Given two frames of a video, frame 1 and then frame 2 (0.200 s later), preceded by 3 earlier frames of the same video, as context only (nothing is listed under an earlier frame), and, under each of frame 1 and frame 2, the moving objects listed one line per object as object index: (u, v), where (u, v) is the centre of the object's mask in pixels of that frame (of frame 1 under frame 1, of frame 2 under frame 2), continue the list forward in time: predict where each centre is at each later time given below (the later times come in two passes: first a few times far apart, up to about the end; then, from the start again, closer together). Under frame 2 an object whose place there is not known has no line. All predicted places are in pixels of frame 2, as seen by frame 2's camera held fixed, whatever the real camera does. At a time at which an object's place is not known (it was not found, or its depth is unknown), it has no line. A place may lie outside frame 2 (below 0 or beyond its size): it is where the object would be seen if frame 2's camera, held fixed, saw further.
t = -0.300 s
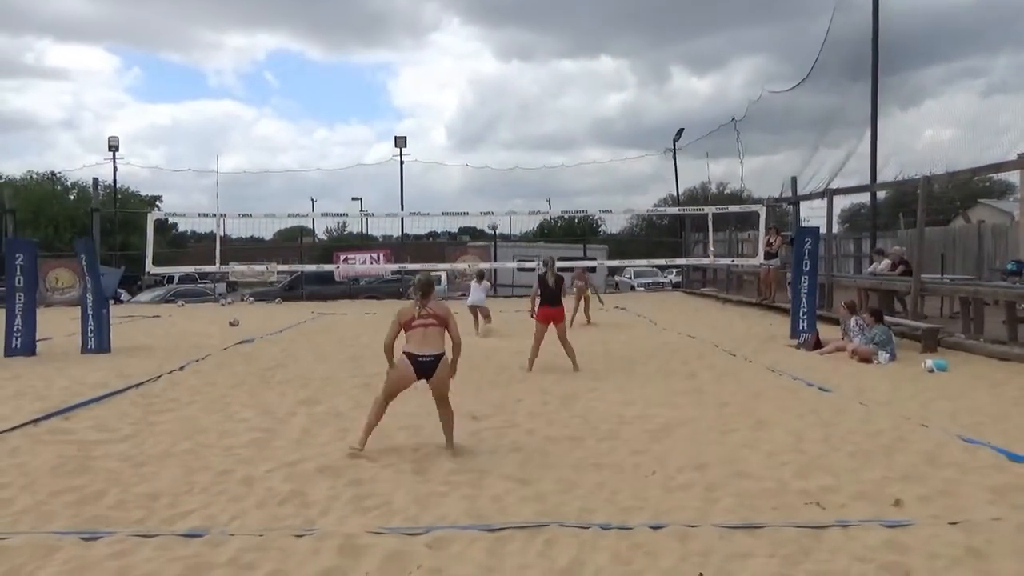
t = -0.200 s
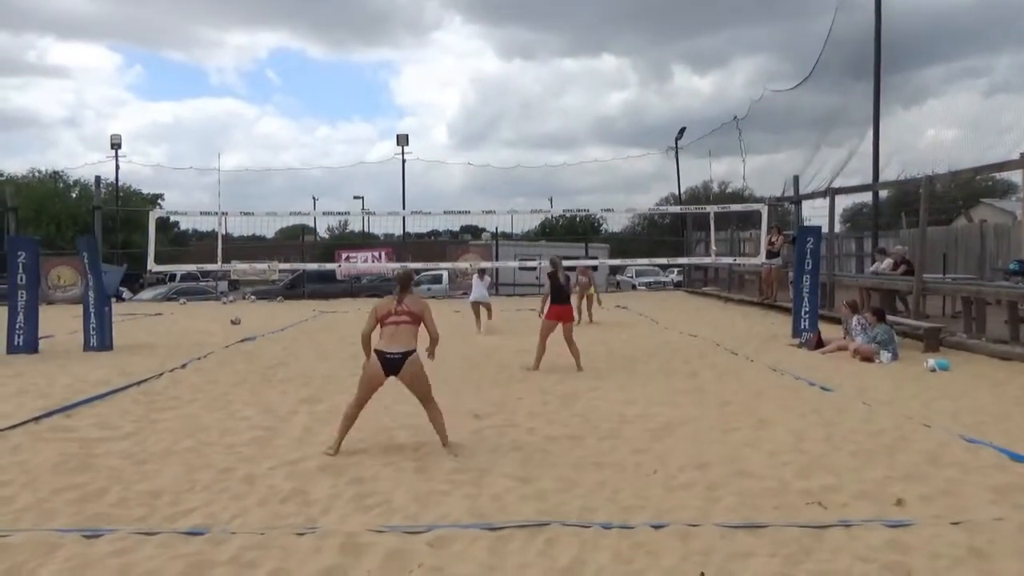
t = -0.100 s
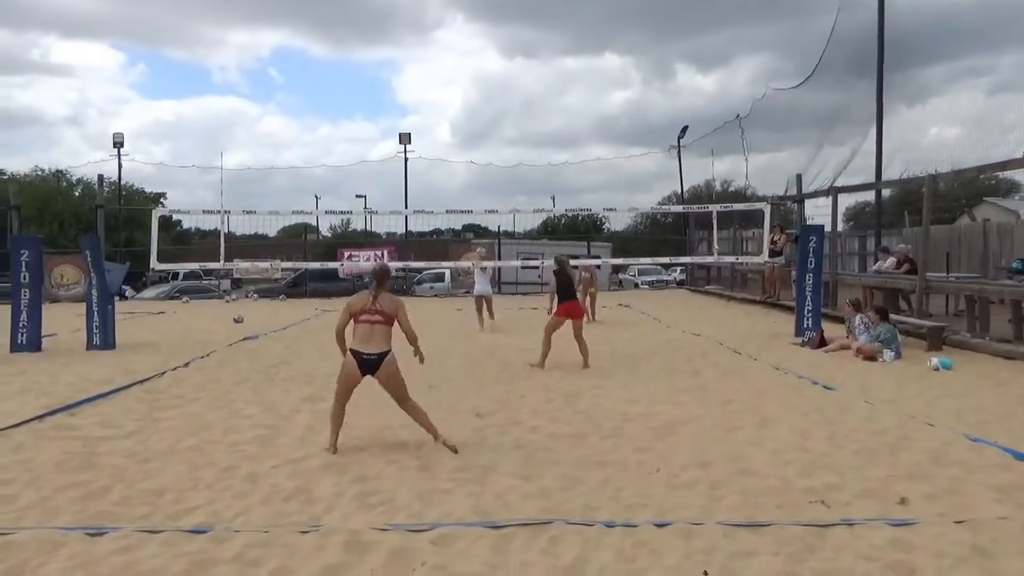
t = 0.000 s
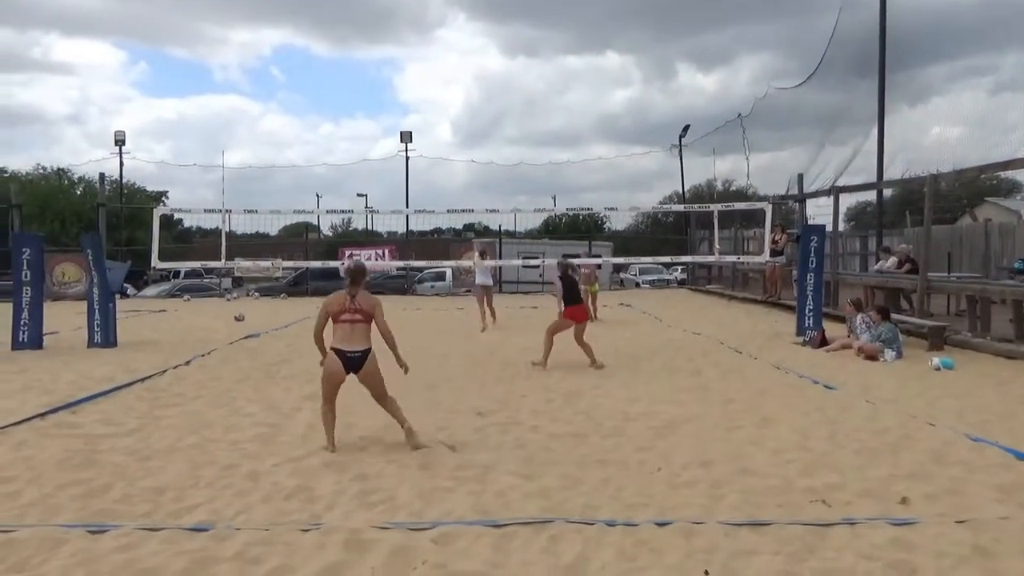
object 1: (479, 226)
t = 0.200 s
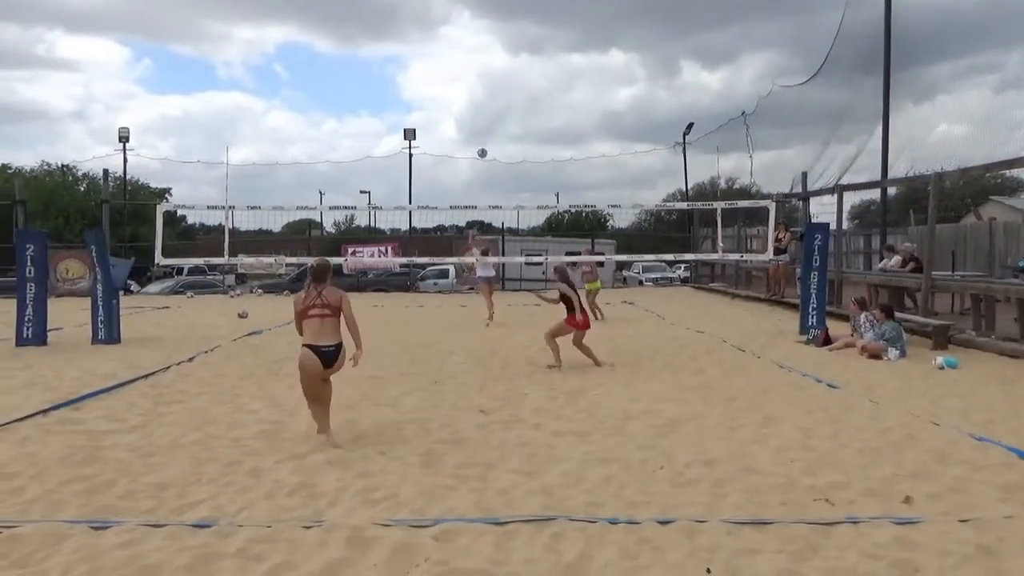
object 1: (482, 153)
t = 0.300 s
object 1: (482, 125)
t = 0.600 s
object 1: (483, 68)
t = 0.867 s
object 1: (485, 51)
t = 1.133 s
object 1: (488, 70)
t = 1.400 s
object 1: (492, 124)
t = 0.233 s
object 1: (482, 143)
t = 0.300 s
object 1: (482, 125)
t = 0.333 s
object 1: (482, 116)
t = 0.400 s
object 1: (482, 101)
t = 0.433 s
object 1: (482, 94)
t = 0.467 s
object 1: (482, 88)
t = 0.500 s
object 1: (482, 82)
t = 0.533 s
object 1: (481, 77)
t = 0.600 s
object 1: (483, 68)
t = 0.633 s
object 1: (483, 64)
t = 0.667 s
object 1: (483, 61)
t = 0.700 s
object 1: (483, 57)
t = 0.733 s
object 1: (484, 55)
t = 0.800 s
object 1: (484, 52)
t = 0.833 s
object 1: (485, 51)
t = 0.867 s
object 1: (485, 51)
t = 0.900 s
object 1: (485, 52)
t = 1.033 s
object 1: (487, 59)
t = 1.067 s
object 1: (488, 62)
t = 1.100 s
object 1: (488, 66)
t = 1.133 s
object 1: (488, 70)
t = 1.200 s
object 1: (490, 80)
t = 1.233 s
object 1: (490, 86)
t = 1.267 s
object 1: (491, 92)
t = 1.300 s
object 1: (491, 99)
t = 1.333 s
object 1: (491, 106)
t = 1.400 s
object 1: (492, 124)
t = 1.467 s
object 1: (493, 142)
